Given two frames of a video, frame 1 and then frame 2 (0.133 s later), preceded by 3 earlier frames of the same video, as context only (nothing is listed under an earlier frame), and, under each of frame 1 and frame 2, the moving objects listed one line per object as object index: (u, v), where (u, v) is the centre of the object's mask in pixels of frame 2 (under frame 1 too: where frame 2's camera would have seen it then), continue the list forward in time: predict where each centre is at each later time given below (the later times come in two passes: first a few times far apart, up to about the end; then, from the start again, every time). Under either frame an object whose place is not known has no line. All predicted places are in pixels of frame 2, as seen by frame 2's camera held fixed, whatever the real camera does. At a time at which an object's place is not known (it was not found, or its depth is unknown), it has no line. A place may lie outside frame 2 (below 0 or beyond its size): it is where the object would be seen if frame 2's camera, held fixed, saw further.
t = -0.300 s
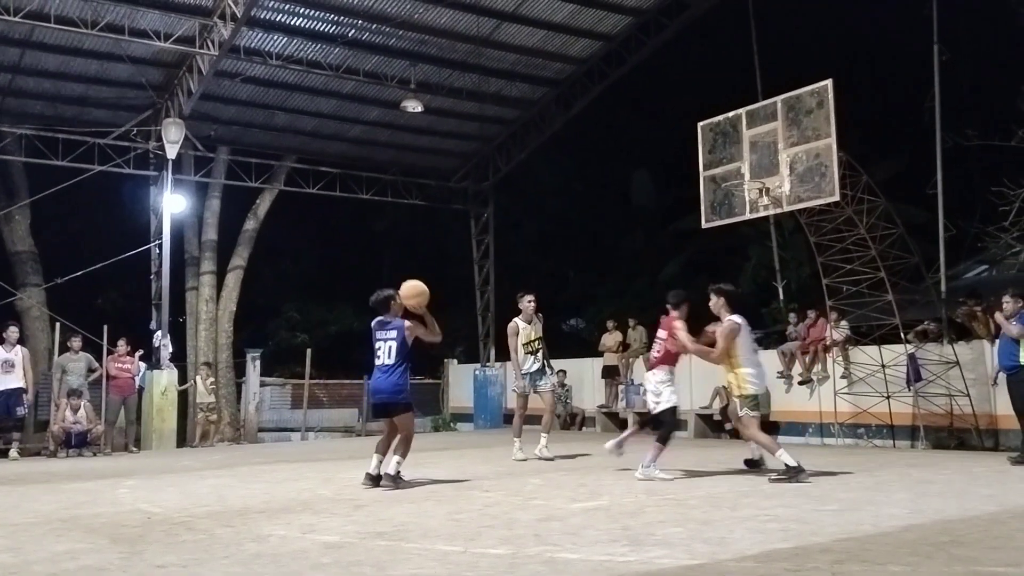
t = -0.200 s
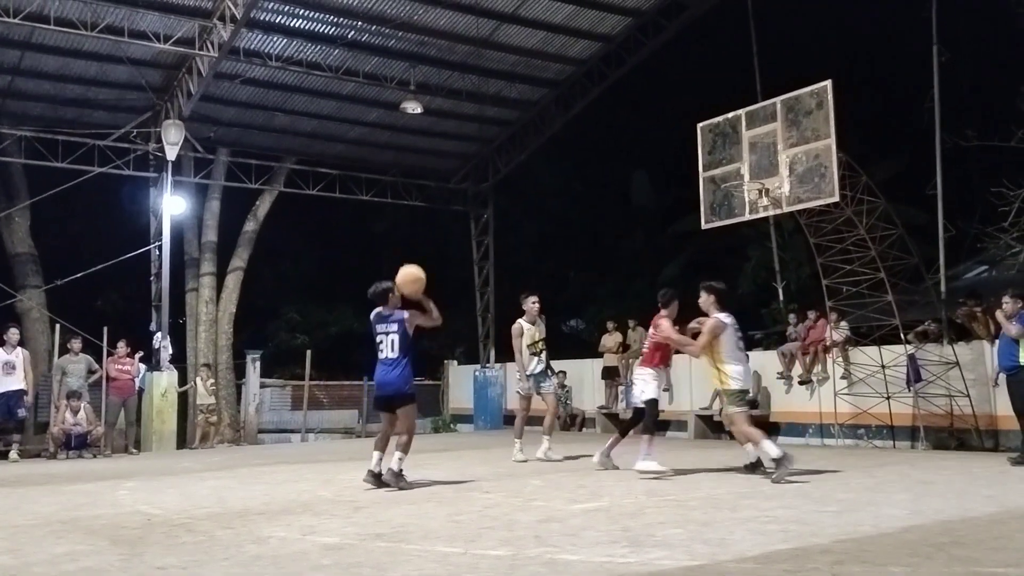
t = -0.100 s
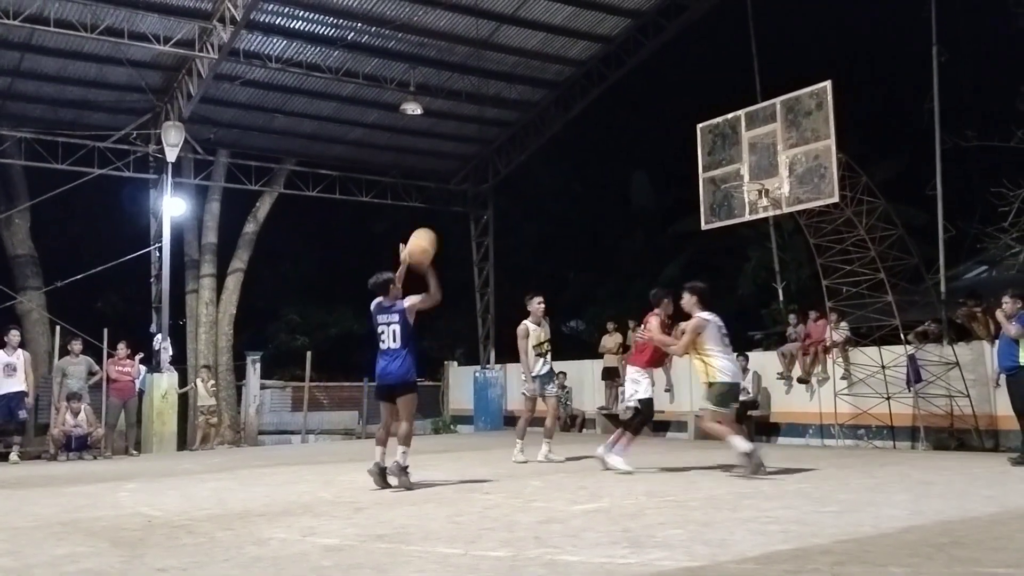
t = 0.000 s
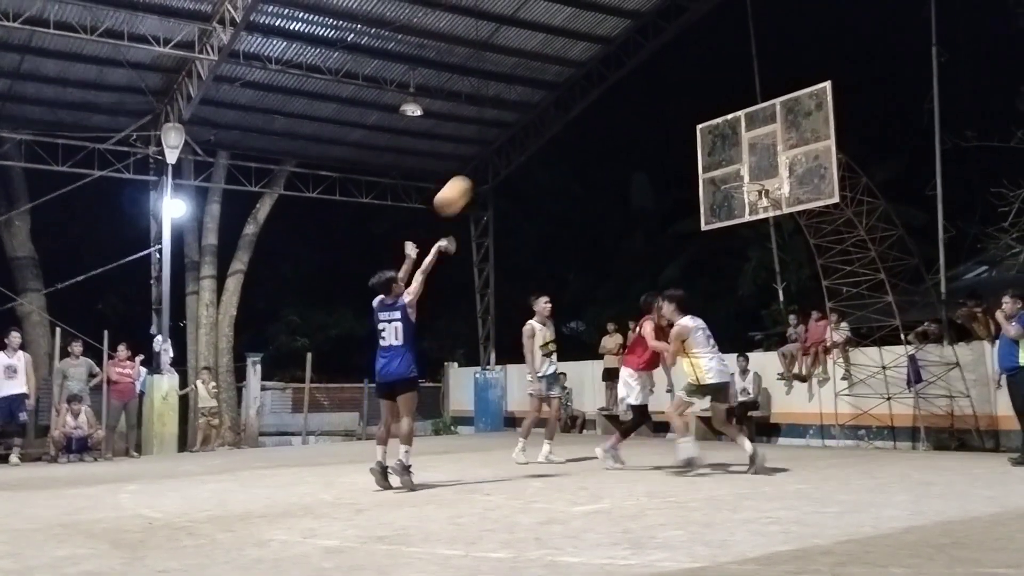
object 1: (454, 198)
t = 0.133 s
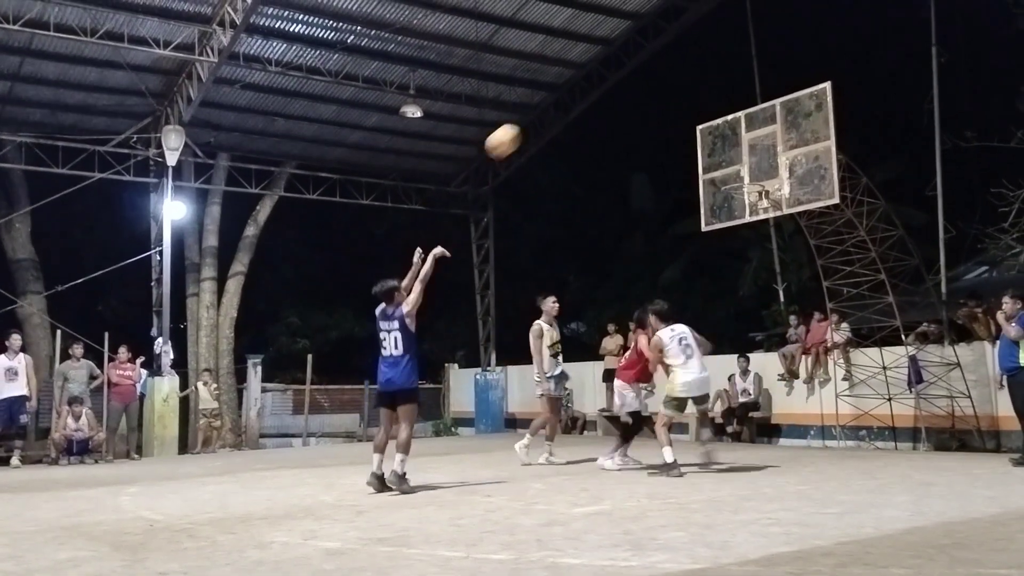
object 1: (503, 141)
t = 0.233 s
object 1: (539, 114)
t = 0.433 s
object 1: (604, 92)
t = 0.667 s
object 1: (675, 116)
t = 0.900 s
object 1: (738, 181)
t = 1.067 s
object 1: (733, 226)
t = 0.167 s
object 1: (515, 131)
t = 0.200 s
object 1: (527, 122)
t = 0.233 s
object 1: (539, 114)
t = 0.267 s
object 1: (550, 107)
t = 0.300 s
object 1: (561, 102)
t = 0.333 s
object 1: (572, 98)
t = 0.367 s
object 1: (583, 95)
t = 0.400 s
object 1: (594, 93)
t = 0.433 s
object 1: (604, 92)
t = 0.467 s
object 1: (615, 93)
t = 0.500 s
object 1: (625, 94)
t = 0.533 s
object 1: (635, 96)
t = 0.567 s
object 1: (645, 100)
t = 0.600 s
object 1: (655, 104)
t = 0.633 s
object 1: (665, 110)
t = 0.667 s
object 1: (675, 116)
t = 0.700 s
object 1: (684, 123)
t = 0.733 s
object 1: (692, 131)
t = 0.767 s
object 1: (702, 140)
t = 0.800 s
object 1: (712, 152)
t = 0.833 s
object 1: (720, 161)
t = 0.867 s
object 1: (729, 172)
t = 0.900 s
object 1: (738, 181)
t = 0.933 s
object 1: (748, 189)
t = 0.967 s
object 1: (747, 197)
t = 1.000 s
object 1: (744, 205)
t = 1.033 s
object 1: (738, 216)
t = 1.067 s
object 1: (733, 226)
